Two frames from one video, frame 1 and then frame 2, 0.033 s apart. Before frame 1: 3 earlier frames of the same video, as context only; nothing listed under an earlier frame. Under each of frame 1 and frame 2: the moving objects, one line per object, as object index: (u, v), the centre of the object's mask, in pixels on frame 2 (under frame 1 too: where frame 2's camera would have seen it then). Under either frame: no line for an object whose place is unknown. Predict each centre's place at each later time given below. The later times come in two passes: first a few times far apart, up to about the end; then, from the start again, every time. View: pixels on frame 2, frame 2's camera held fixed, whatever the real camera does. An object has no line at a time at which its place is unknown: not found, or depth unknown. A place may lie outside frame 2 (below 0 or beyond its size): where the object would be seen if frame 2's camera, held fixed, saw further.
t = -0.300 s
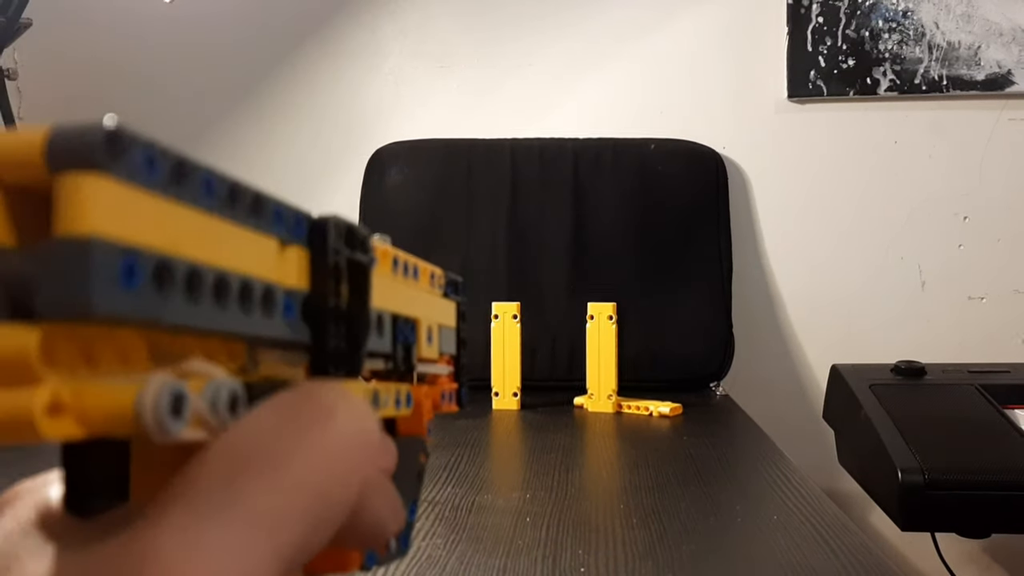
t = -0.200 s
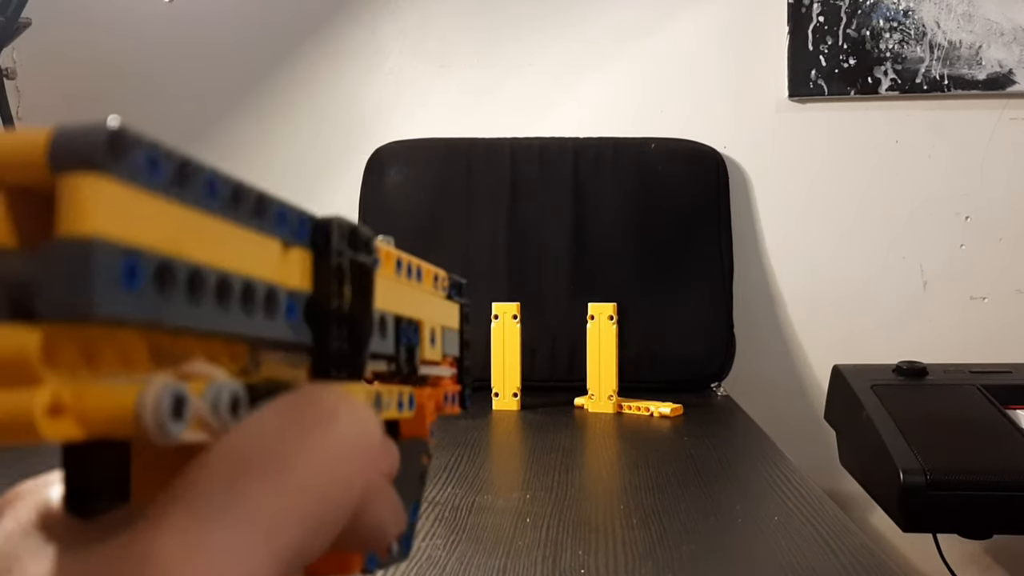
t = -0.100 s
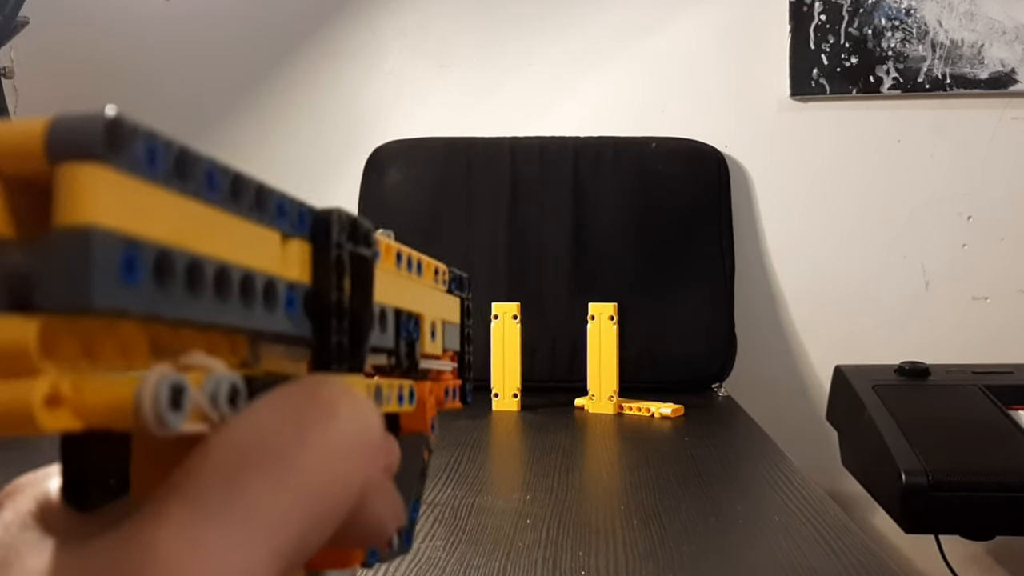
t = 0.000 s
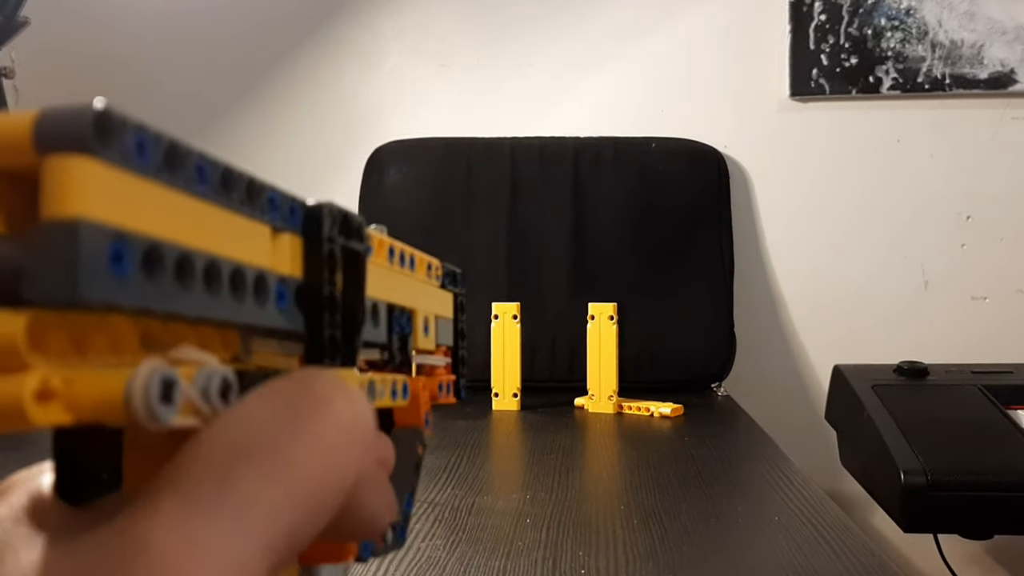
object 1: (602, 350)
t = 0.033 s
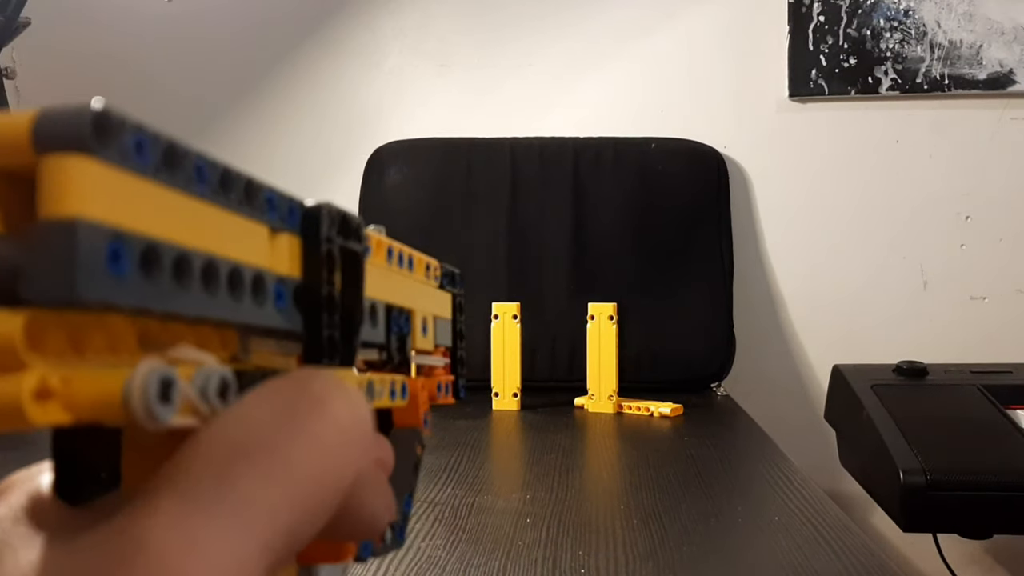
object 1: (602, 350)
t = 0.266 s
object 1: (602, 350)
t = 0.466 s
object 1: (613, 334)
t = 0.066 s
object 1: (602, 350)
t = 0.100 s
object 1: (602, 350)
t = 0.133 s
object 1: (602, 350)
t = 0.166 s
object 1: (602, 350)
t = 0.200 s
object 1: (602, 350)
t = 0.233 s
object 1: (602, 349)
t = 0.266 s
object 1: (602, 350)
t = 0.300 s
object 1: (602, 350)
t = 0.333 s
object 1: (602, 350)
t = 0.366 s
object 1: (602, 350)
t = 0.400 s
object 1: (602, 350)
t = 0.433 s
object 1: (602, 350)
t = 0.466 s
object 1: (613, 334)
